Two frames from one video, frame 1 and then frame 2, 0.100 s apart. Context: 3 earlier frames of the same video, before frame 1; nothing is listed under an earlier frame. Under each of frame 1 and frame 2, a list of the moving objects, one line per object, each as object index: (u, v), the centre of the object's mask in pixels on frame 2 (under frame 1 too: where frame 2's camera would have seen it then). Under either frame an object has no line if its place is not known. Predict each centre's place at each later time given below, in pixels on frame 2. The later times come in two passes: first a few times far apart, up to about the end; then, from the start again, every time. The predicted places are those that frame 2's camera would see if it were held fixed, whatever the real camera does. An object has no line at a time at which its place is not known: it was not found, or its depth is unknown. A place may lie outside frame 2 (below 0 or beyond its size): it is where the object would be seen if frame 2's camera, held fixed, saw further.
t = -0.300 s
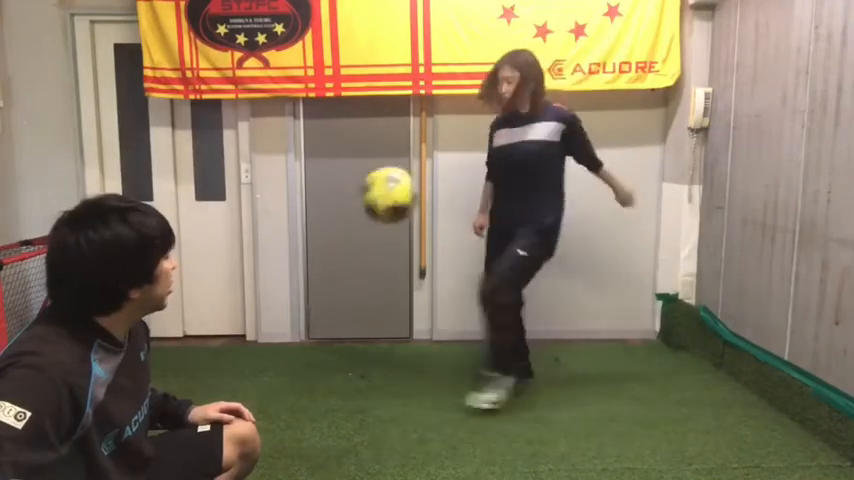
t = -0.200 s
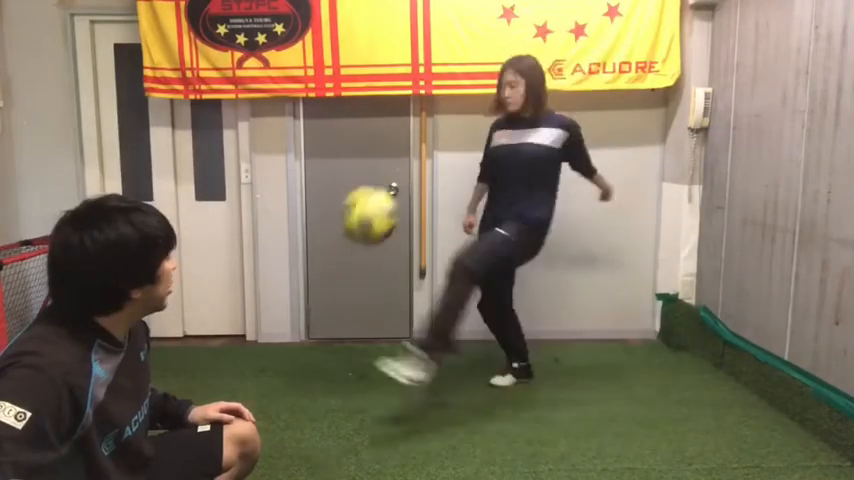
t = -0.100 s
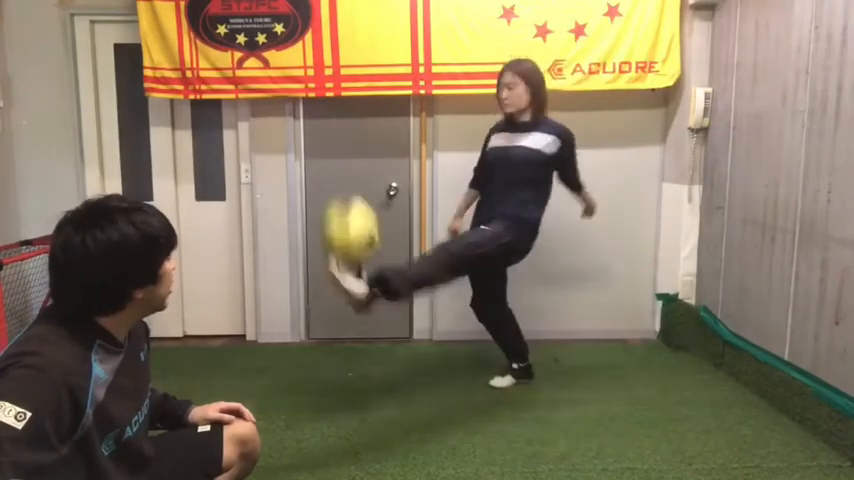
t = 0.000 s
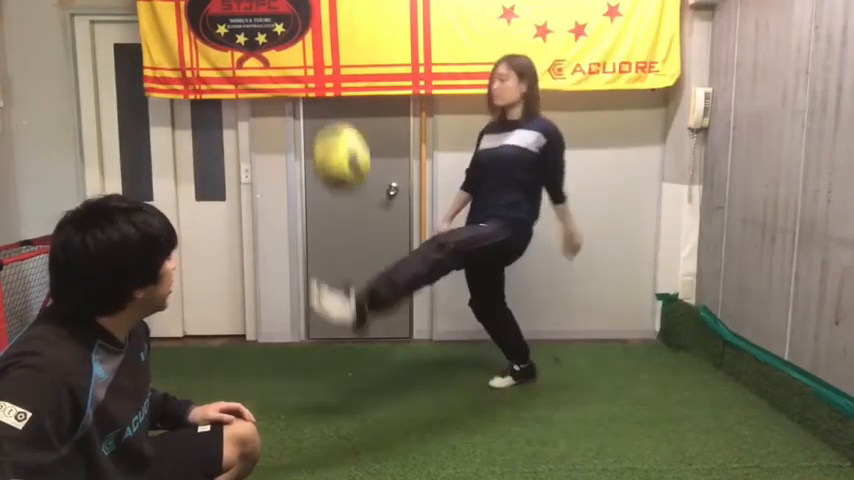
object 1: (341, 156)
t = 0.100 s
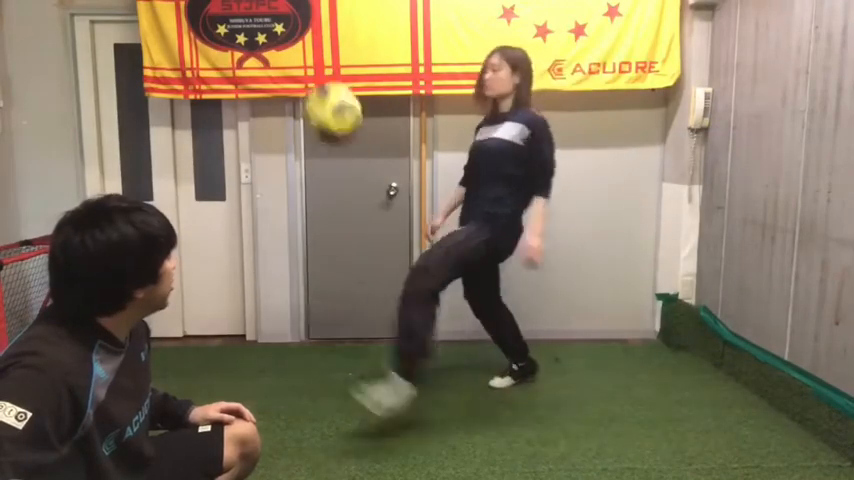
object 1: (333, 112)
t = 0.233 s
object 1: (321, 99)
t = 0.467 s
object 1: (307, 185)
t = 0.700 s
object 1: (296, 382)
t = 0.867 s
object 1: (309, 314)
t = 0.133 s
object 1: (329, 104)
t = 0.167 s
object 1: (327, 99)
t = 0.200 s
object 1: (325, 97)
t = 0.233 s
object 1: (321, 99)
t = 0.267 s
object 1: (319, 102)
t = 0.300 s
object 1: (317, 109)
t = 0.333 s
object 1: (315, 119)
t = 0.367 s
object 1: (312, 130)
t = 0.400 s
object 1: (311, 145)
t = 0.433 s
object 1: (310, 165)
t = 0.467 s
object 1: (307, 185)
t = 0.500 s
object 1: (305, 207)
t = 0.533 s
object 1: (304, 233)
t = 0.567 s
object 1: (302, 258)
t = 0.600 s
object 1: (301, 286)
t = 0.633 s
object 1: (300, 316)
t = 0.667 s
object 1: (298, 349)
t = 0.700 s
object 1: (296, 382)
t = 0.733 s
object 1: (294, 413)
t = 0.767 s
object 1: (298, 385)
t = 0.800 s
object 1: (302, 358)
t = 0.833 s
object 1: (306, 333)
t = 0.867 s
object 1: (309, 314)
